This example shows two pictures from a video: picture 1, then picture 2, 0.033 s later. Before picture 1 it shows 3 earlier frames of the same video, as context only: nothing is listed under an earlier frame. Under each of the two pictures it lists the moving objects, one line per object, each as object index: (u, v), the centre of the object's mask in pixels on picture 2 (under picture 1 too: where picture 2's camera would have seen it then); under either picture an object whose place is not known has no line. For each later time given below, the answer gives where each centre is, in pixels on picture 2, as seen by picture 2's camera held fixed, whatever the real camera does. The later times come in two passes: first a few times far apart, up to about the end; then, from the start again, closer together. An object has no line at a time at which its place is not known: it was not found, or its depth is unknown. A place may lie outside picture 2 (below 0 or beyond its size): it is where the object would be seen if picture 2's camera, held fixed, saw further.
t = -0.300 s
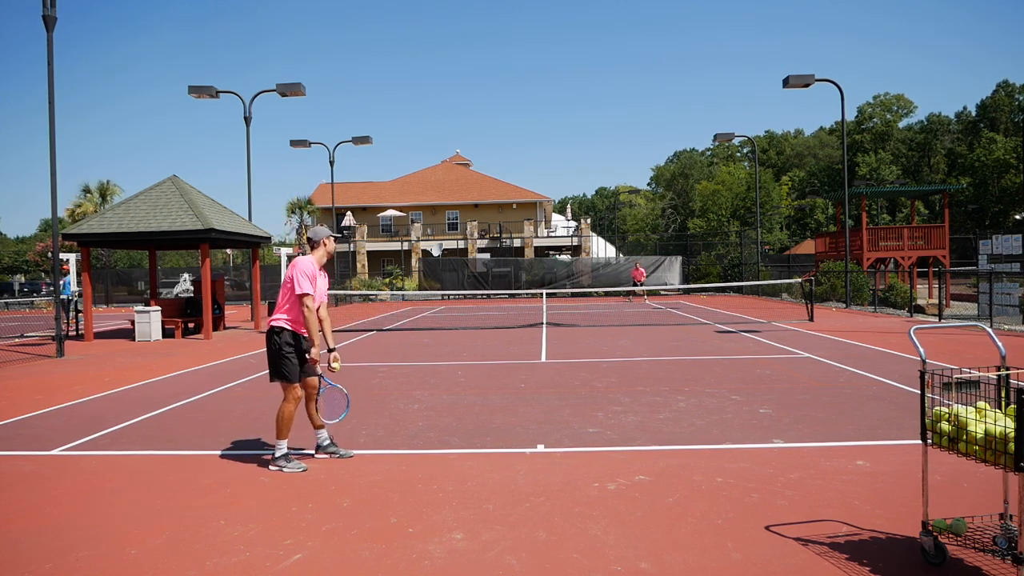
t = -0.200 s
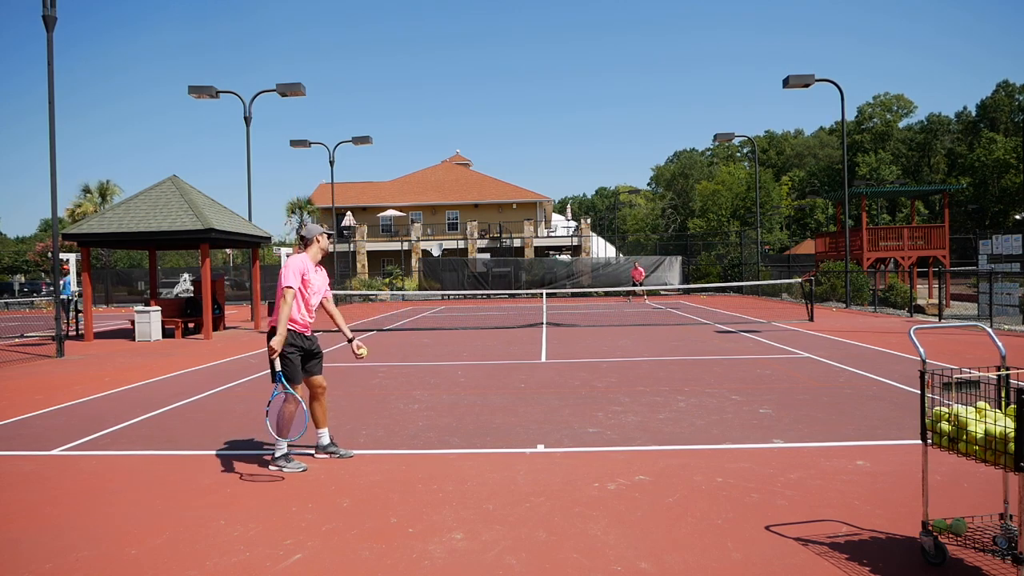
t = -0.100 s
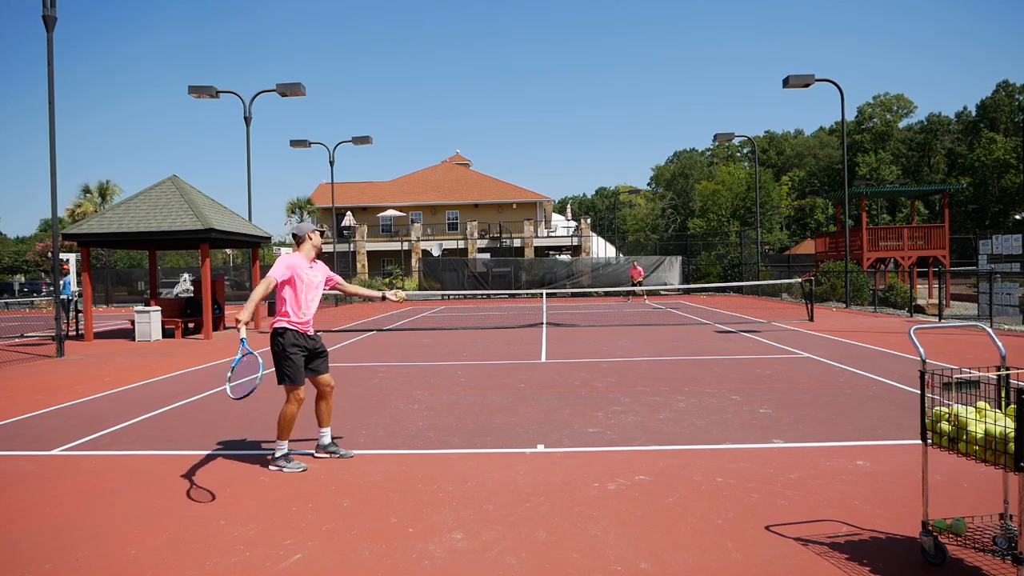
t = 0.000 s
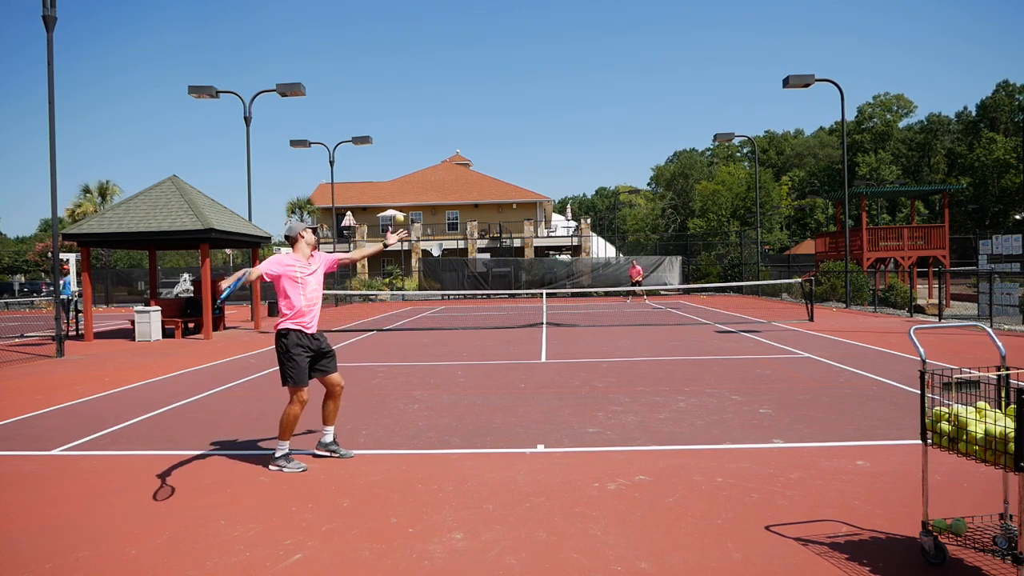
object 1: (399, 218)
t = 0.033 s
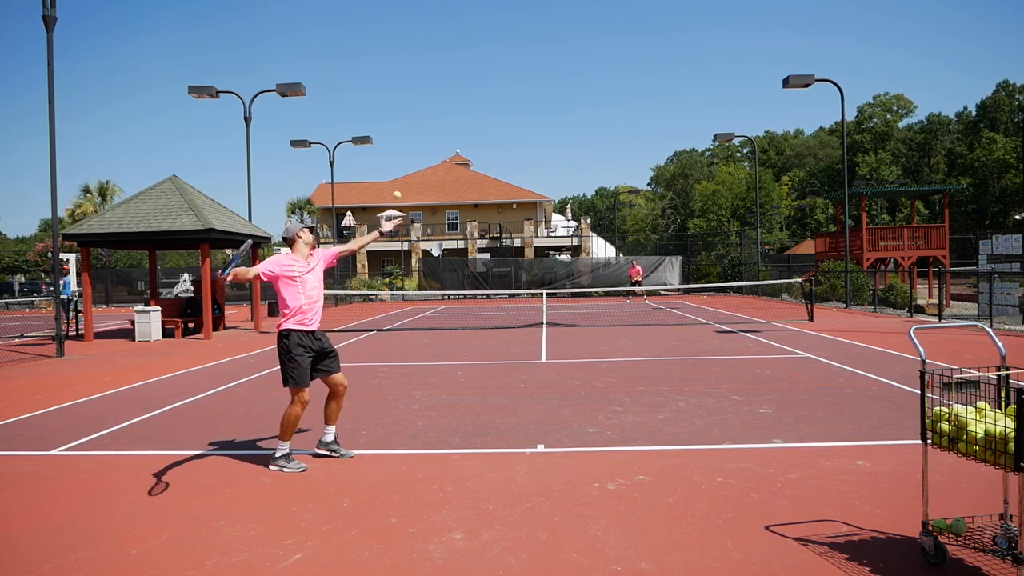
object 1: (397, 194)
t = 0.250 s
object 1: (380, 79)
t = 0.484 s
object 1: (365, 19)
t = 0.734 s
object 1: (351, 26)
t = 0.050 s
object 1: (395, 183)
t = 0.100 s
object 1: (391, 153)
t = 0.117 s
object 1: (390, 143)
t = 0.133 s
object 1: (389, 134)
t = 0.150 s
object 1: (388, 125)
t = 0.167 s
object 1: (386, 117)
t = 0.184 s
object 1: (385, 108)
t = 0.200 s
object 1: (384, 100)
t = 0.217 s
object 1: (383, 93)
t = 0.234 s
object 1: (382, 85)
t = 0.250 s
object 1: (380, 79)
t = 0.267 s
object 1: (379, 72)
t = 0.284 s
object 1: (378, 66)
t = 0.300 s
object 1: (377, 60)
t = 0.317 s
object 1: (376, 55)
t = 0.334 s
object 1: (375, 50)
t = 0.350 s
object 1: (374, 45)
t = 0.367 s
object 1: (373, 40)
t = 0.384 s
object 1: (372, 36)
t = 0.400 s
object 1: (371, 32)
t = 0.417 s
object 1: (369, 29)
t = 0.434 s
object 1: (368, 26)
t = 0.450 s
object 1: (367, 23)
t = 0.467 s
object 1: (366, 21)
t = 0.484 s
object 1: (365, 19)
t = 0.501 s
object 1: (364, 17)
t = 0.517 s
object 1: (363, 15)
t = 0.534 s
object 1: (362, 14)
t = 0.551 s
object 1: (361, 14)
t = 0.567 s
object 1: (360, 13)
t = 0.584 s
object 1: (359, 13)
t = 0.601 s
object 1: (358, 13)
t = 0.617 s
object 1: (357, 13)
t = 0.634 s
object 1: (356, 14)
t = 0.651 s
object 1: (356, 15)
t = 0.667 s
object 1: (354, 17)
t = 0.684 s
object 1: (353, 19)
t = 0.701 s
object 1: (353, 21)
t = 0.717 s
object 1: (352, 23)
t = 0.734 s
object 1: (351, 26)
